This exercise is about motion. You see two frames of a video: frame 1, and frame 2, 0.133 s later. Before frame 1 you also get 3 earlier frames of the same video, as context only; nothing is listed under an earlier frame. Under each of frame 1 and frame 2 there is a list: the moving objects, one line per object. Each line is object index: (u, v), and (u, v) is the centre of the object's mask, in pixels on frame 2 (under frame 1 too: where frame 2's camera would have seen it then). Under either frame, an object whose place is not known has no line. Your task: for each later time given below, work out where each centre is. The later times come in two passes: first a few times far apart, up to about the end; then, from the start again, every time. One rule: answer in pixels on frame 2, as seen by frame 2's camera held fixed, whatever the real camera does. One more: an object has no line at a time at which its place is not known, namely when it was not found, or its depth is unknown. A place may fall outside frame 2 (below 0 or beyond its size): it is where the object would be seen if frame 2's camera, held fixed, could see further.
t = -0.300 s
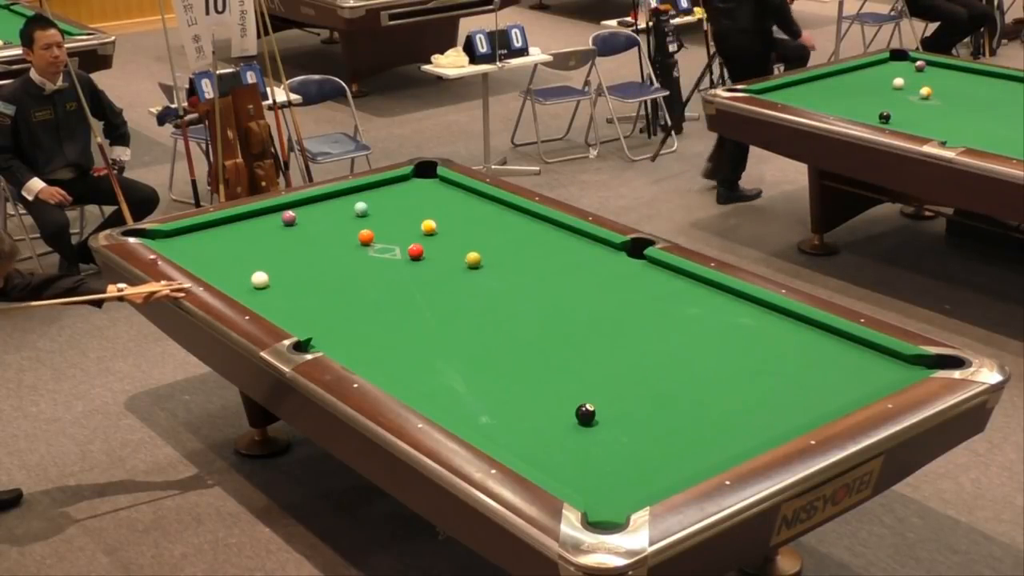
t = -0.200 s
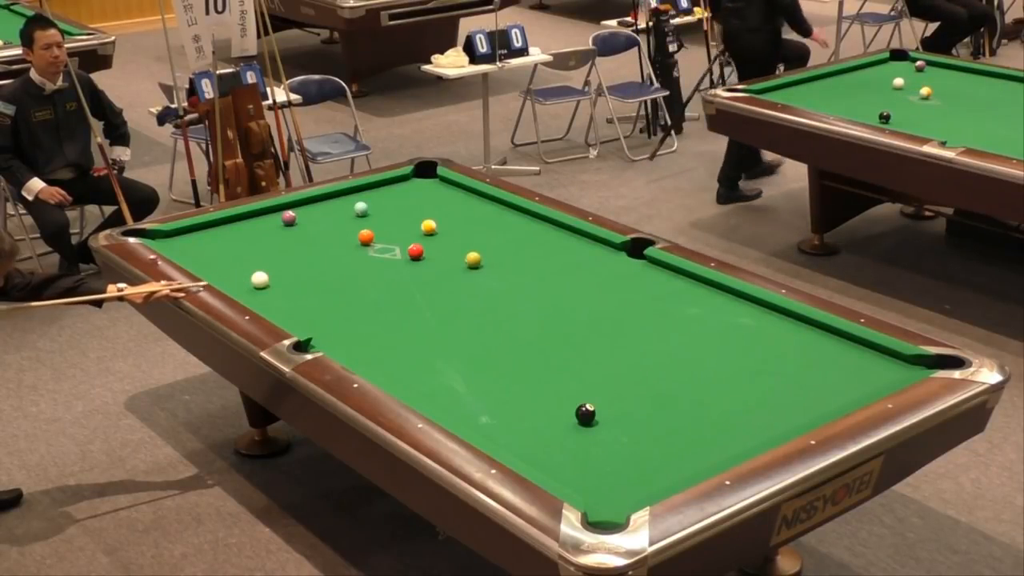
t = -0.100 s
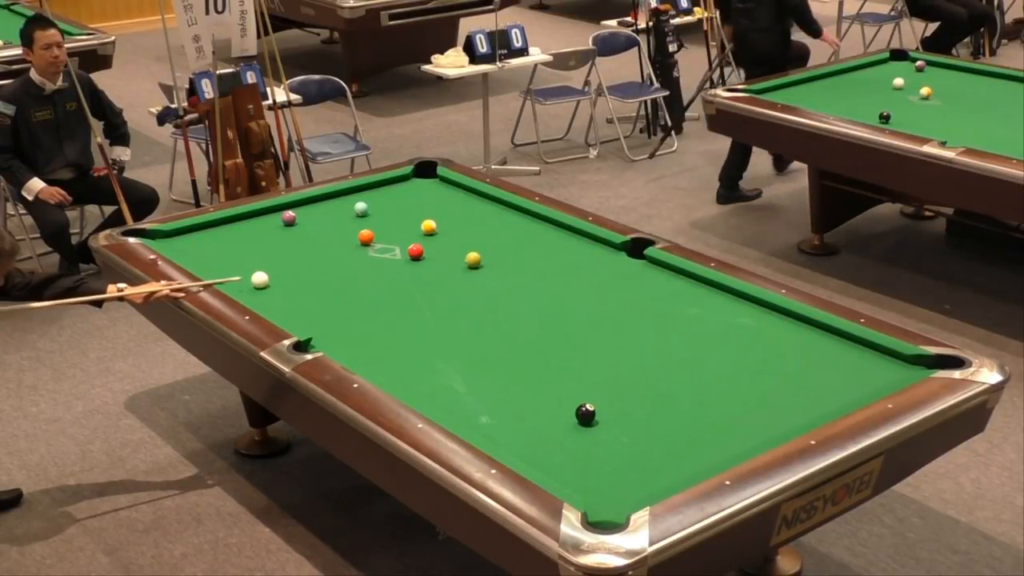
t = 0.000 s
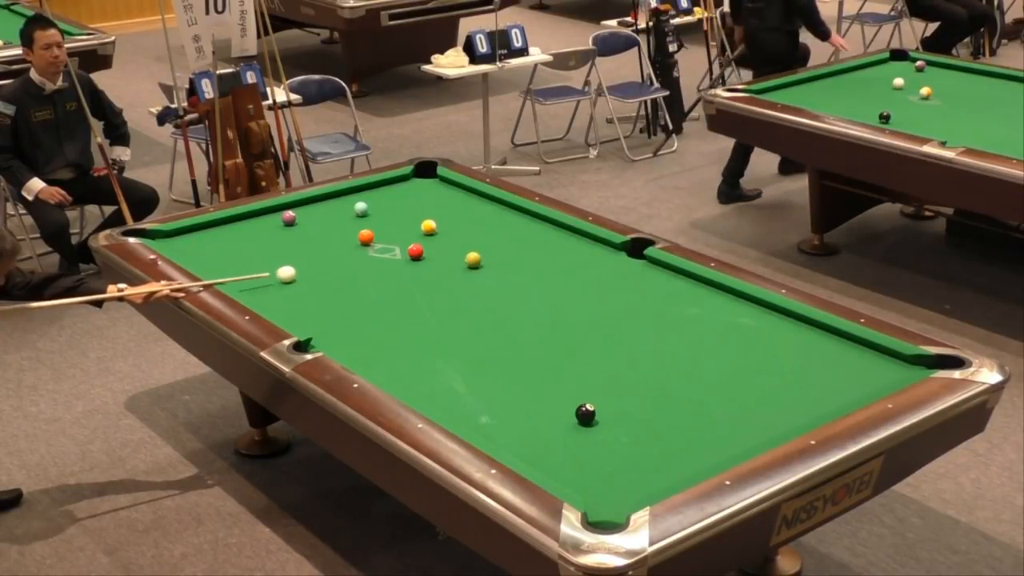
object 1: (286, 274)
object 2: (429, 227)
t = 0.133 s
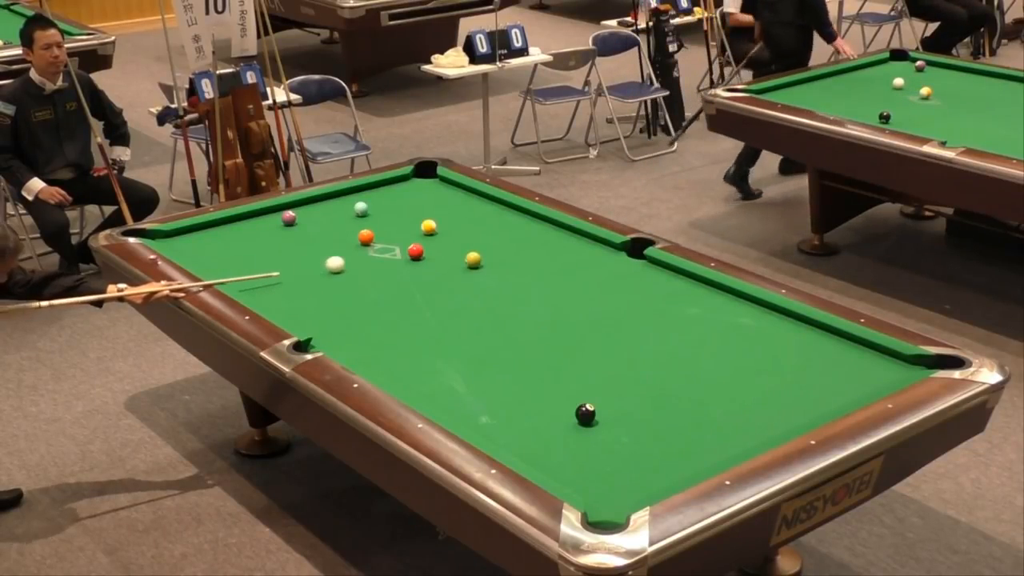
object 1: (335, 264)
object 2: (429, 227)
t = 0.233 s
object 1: (370, 257)
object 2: (429, 227)
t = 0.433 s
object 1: (408, 244)
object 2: (429, 227)
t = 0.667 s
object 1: (431, 232)
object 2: (430, 221)
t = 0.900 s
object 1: (448, 229)
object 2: (435, 215)
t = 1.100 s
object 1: (462, 226)
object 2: (439, 208)
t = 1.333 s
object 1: (478, 223)
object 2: (443, 200)
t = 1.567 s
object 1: (491, 221)
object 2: (447, 193)
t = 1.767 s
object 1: (502, 219)
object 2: (451, 188)
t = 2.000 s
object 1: (515, 217)
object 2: (448, 184)
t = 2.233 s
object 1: (526, 214)
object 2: (438, 184)
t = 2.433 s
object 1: (526, 215)
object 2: (429, 183)
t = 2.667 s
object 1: (523, 216)
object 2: (421, 183)
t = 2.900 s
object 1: (521, 218)
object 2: (414, 183)
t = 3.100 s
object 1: (519, 219)
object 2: (409, 183)
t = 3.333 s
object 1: (518, 220)
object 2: (403, 183)
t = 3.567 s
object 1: (517, 220)
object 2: (399, 183)
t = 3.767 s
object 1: (517, 220)
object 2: (396, 183)
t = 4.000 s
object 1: (517, 220)
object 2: (393, 182)
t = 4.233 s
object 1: (517, 220)
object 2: (392, 182)
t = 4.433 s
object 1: (517, 220)
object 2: (391, 182)
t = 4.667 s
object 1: (517, 220)
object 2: (391, 183)
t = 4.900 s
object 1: (517, 220)
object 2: (391, 183)
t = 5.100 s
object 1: (517, 220)
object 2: (391, 182)
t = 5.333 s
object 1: (517, 220)
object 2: (391, 182)
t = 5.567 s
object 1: (517, 220)
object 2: (391, 183)
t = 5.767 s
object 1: (517, 220)
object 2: (391, 183)
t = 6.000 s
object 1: (517, 220)
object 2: (391, 183)
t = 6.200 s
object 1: (517, 220)
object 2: (391, 183)
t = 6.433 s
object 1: (517, 220)
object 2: (391, 182)
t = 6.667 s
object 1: (517, 220)
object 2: (391, 182)
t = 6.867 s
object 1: (517, 220)
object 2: (391, 182)
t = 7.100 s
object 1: (517, 220)
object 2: (391, 182)
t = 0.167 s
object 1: (347, 262)
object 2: (429, 227)
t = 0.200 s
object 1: (358, 260)
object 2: (429, 227)
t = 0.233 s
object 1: (370, 257)
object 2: (429, 227)
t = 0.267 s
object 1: (381, 255)
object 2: (429, 227)
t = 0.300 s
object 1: (393, 252)
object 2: (429, 227)
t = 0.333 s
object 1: (400, 250)
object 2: (429, 227)
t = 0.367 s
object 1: (402, 248)
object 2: (429, 227)
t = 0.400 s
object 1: (405, 246)
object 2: (429, 227)
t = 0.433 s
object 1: (408, 244)
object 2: (429, 227)
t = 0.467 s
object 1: (411, 241)
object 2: (429, 227)
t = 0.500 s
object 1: (415, 239)
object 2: (429, 227)
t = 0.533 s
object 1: (419, 237)
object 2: (429, 226)
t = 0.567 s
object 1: (422, 235)
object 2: (430, 226)
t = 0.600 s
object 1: (426, 233)
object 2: (430, 224)
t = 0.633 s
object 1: (428, 232)
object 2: (430, 222)
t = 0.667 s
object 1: (431, 232)
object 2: (430, 221)
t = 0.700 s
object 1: (433, 232)
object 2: (430, 220)
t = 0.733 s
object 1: (436, 231)
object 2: (431, 219)
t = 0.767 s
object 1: (438, 230)
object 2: (432, 218)
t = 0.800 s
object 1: (441, 230)
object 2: (433, 218)
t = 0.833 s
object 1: (444, 230)
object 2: (433, 217)
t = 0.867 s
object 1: (446, 229)
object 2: (435, 216)
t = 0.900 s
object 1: (448, 229)
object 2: (435, 215)
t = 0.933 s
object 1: (451, 228)
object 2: (436, 214)
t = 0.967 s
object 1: (453, 228)
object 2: (436, 213)
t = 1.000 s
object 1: (455, 227)
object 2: (437, 211)
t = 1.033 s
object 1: (458, 227)
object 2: (438, 210)
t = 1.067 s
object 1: (460, 227)
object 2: (438, 209)
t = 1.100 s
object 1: (462, 226)
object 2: (439, 208)
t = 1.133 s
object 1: (464, 226)
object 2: (440, 207)
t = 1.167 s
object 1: (467, 226)
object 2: (440, 206)
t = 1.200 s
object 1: (469, 225)
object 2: (441, 205)
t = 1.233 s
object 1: (471, 225)
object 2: (441, 203)
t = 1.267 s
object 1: (473, 224)
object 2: (442, 202)
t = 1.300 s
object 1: (475, 224)
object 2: (442, 201)
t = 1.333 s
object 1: (478, 223)
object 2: (443, 200)
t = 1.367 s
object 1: (480, 223)
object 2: (444, 200)
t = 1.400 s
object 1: (481, 223)
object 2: (445, 198)
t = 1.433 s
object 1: (483, 222)
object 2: (445, 197)
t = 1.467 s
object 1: (485, 222)
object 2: (446, 196)
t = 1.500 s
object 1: (487, 222)
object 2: (446, 195)
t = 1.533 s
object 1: (489, 221)
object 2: (447, 194)
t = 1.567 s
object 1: (491, 221)
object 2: (447, 193)
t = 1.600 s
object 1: (493, 220)
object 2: (448, 193)
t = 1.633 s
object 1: (495, 220)
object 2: (448, 192)
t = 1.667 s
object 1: (497, 220)
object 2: (449, 191)
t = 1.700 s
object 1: (499, 219)
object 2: (450, 190)
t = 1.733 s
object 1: (501, 219)
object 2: (450, 189)
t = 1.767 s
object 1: (502, 219)
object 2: (451, 188)
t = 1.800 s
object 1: (504, 218)
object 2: (452, 187)
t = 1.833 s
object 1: (506, 218)
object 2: (452, 186)
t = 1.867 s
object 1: (508, 218)
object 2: (453, 186)
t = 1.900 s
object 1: (509, 218)
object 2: (453, 185)
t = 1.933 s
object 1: (511, 217)
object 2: (452, 184)
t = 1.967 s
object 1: (513, 217)
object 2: (450, 184)
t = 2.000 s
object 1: (515, 217)
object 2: (448, 184)
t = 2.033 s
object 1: (516, 216)
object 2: (447, 184)
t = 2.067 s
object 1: (518, 216)
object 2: (445, 184)
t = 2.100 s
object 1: (519, 216)
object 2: (444, 184)
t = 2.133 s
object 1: (521, 215)
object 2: (442, 184)
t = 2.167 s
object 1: (522, 215)
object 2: (441, 184)
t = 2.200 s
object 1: (524, 215)
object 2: (439, 184)
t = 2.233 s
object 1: (526, 214)
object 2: (438, 184)
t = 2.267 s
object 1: (527, 214)
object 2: (437, 184)
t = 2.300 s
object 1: (528, 214)
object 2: (435, 184)
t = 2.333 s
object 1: (528, 214)
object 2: (434, 184)
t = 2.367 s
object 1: (527, 214)
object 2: (432, 183)
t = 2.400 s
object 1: (526, 215)
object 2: (431, 183)
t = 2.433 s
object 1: (526, 215)
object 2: (429, 183)
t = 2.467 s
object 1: (526, 215)
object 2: (428, 183)
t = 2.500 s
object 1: (525, 215)
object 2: (427, 183)
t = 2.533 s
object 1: (525, 216)
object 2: (426, 183)
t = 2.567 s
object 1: (524, 216)
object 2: (425, 183)
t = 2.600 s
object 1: (524, 216)
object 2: (424, 183)
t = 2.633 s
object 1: (523, 216)
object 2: (422, 183)
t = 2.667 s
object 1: (523, 216)
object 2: (421, 183)
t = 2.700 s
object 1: (523, 217)
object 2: (420, 183)
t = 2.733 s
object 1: (522, 217)
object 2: (419, 183)
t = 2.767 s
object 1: (522, 217)
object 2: (418, 183)
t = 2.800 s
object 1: (522, 217)
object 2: (417, 183)
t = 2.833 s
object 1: (521, 217)
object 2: (416, 183)
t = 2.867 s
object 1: (521, 218)
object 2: (415, 183)
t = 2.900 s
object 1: (521, 218)
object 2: (414, 183)
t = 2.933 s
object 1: (521, 218)
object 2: (413, 183)
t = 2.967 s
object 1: (520, 218)
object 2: (412, 183)
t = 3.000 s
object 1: (520, 218)
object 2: (411, 183)
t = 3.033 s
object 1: (519, 219)
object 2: (410, 183)
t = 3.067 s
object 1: (519, 219)
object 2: (410, 183)
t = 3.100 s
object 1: (519, 219)
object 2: (409, 183)
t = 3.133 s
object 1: (519, 219)
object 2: (408, 183)
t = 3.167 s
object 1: (519, 219)
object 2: (407, 183)
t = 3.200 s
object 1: (518, 219)
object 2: (406, 183)
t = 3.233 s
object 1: (519, 219)
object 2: (405, 183)
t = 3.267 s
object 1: (518, 219)
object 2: (404, 183)
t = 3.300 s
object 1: (518, 219)
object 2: (404, 183)
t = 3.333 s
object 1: (518, 220)
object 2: (403, 183)
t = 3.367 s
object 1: (518, 220)
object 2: (402, 183)
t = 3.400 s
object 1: (518, 220)
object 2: (402, 183)
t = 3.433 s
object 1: (517, 220)
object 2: (401, 183)
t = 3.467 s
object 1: (517, 220)
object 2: (400, 183)
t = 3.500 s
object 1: (517, 220)
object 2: (400, 183)
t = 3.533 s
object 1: (517, 220)
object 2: (399, 183)
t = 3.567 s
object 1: (517, 220)
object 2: (399, 183)
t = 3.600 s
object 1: (517, 220)
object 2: (398, 183)
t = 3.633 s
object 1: (517, 220)
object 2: (398, 183)
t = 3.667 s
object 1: (517, 220)
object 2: (397, 183)
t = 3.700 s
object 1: (517, 220)
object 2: (397, 183)
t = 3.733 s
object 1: (517, 220)
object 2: (396, 183)
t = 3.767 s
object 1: (517, 220)
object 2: (396, 183)
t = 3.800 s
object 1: (517, 220)
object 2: (395, 183)
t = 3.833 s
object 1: (517, 220)
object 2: (395, 182)
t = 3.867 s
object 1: (517, 220)
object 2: (395, 182)
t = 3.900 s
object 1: (517, 220)
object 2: (394, 183)
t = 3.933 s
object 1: (517, 220)
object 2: (394, 183)
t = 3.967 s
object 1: (517, 220)
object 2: (394, 183)
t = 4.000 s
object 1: (517, 220)
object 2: (393, 182)
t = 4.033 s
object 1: (517, 220)
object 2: (393, 182)
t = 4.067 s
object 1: (517, 220)
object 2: (393, 182)
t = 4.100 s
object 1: (517, 220)
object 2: (393, 182)
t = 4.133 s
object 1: (517, 220)
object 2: (392, 182)
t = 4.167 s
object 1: (517, 220)
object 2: (392, 182)
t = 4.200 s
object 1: (517, 220)
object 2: (392, 182)
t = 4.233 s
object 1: (517, 220)
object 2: (392, 182)
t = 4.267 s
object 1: (517, 220)
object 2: (392, 182)
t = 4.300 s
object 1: (517, 220)
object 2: (392, 182)
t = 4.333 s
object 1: (517, 220)
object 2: (392, 182)
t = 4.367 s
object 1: (517, 220)
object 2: (392, 182)
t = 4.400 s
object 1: (517, 220)
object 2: (391, 182)
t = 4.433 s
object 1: (517, 220)
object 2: (391, 182)
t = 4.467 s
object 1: (517, 220)
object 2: (391, 183)
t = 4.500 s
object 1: (517, 220)
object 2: (391, 183)
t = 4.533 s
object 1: (517, 220)
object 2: (391, 183)
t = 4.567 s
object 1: (517, 220)
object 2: (391, 183)
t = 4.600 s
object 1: (517, 220)
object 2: (391, 183)
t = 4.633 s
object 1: (517, 220)
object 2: (391, 183)
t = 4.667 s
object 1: (517, 220)
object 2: (391, 183)
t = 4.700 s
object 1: (517, 220)
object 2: (391, 183)
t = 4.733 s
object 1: (517, 220)
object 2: (391, 183)
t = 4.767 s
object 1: (517, 220)
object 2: (391, 183)
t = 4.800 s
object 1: (517, 220)
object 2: (391, 183)
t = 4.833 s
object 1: (517, 220)
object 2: (391, 183)
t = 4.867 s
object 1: (517, 220)
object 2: (391, 183)
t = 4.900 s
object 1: (517, 220)
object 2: (391, 183)
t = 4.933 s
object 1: (517, 220)
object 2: (391, 183)
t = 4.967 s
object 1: (517, 220)
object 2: (391, 183)
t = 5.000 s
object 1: (517, 220)
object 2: (391, 182)
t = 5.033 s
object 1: (517, 220)
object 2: (391, 182)
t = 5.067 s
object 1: (517, 220)
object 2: (391, 182)
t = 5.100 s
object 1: (517, 220)
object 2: (391, 182)
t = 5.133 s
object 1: (517, 220)
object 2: (391, 182)
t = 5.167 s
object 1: (517, 220)
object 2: (391, 182)
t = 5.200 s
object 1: (517, 220)
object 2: (391, 182)
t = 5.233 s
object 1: (517, 220)
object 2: (391, 182)
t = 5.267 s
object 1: (517, 220)
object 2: (391, 182)
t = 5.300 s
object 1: (517, 220)
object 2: (391, 182)
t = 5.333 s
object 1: (517, 220)
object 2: (391, 182)
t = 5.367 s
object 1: (517, 220)
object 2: (391, 182)
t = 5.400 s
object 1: (517, 220)
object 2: (391, 182)
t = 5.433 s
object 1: (517, 220)
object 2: (391, 182)
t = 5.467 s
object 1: (517, 220)
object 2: (391, 182)
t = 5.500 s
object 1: (517, 220)
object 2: (391, 182)
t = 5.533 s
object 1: (517, 220)
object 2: (391, 182)
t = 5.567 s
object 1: (517, 220)
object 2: (391, 183)
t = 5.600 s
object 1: (517, 220)
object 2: (391, 183)
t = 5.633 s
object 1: (517, 220)
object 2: (391, 182)
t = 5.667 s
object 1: (517, 220)
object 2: (391, 182)
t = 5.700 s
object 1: (517, 220)
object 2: (391, 183)
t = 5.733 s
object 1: (517, 220)
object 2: (391, 183)
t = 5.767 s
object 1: (517, 220)
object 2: (391, 183)
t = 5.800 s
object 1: (517, 220)
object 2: (391, 183)
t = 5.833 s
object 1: (517, 220)
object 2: (391, 183)
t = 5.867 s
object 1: (517, 220)
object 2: (391, 183)
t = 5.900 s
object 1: (517, 220)
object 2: (391, 183)
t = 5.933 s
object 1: (517, 220)
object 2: (391, 183)
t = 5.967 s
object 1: (517, 220)
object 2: (391, 183)
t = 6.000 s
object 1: (517, 220)
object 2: (391, 183)
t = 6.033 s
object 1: (517, 220)
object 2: (391, 183)
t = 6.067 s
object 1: (517, 220)
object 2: (391, 183)
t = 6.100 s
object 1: (517, 220)
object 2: (391, 183)
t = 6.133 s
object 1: (517, 220)
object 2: (391, 183)
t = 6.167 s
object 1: (517, 220)
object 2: (391, 183)
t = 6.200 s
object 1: (517, 220)
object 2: (391, 183)
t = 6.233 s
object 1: (517, 220)
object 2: (391, 183)
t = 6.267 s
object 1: (517, 220)
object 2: (391, 183)
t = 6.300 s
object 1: (517, 220)
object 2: (391, 183)
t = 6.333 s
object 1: (517, 220)
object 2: (391, 182)
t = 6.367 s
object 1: (517, 220)
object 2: (391, 182)
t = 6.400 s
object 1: (517, 220)
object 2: (391, 182)
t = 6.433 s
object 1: (517, 220)
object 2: (391, 182)
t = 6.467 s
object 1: (517, 220)
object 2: (391, 182)
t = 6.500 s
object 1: (517, 220)
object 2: (391, 182)
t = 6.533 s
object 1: (517, 220)
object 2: (391, 182)
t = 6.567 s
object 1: (517, 220)
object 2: (391, 182)
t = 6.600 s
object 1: (517, 220)
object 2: (391, 182)
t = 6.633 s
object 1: (517, 220)
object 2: (391, 182)
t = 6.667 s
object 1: (517, 220)
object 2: (391, 182)
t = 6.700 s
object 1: (517, 220)
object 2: (391, 183)
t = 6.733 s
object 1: (517, 220)
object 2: (391, 182)
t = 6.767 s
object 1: (517, 220)
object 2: (391, 182)
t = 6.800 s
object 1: (517, 220)
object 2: (391, 182)
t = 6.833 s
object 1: (517, 220)
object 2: (391, 182)
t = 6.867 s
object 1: (517, 220)
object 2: (391, 182)
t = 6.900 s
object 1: (517, 220)
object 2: (391, 183)
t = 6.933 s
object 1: (517, 220)
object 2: (391, 182)
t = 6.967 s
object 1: (517, 220)
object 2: (391, 182)
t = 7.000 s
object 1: (517, 220)
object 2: (391, 182)
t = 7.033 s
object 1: (517, 220)
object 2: (391, 183)
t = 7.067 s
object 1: (517, 220)
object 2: (391, 183)
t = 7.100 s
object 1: (517, 220)
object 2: (391, 182)
